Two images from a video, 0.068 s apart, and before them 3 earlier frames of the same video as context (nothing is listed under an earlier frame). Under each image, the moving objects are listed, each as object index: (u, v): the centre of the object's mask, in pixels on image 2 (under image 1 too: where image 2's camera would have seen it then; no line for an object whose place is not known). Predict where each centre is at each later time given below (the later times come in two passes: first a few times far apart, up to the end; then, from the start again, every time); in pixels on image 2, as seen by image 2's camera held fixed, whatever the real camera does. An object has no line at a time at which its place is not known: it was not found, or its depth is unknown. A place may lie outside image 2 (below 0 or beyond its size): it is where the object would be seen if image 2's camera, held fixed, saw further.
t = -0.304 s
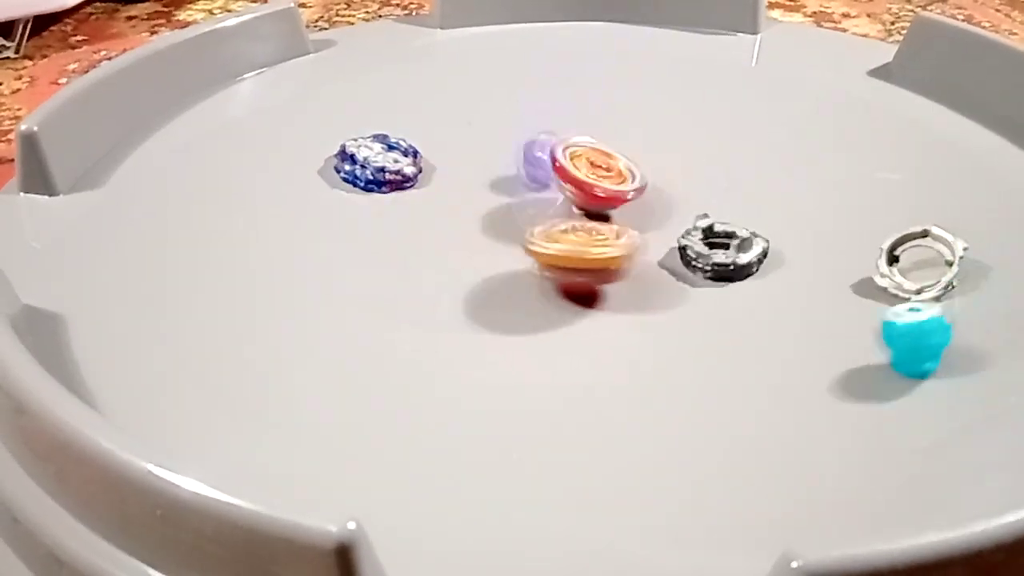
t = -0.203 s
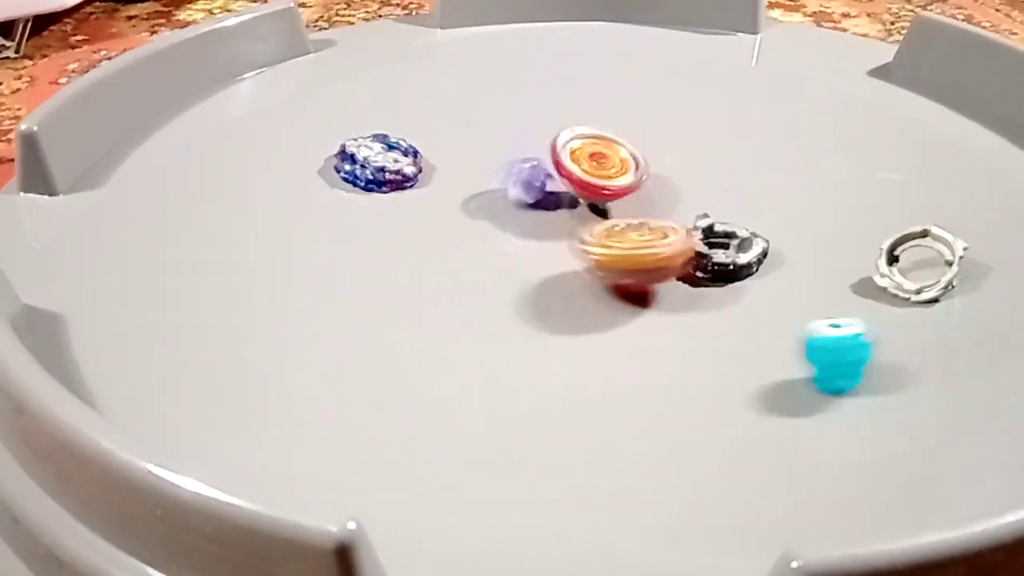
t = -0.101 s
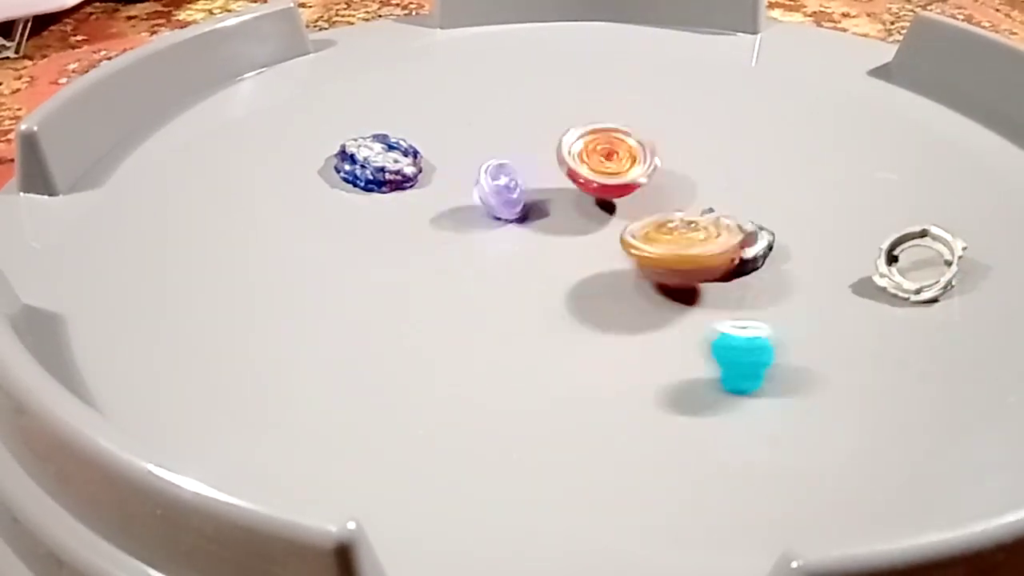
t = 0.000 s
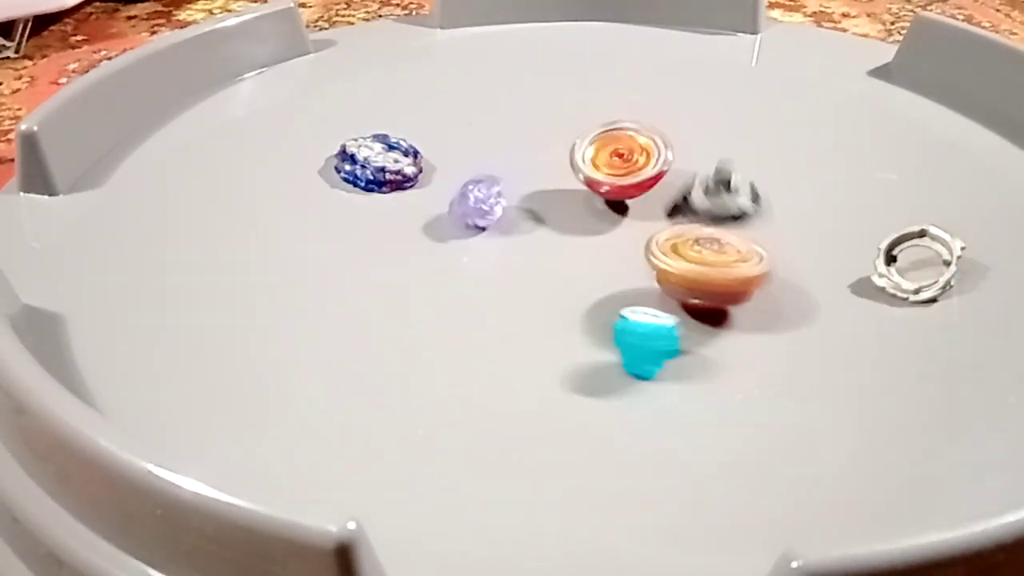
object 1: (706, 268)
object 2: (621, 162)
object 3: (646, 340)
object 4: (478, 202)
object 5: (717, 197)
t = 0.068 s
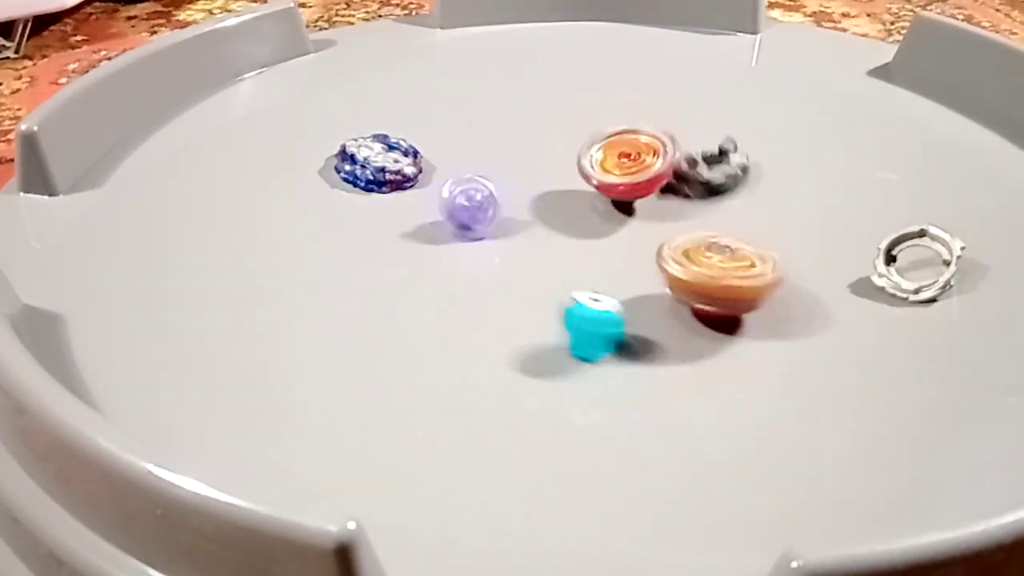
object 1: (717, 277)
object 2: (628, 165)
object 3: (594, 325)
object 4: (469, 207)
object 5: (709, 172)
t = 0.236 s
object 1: (754, 283)
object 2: (638, 177)
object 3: (507, 272)
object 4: (460, 212)
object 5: (708, 157)
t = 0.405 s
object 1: (771, 277)
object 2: (622, 191)
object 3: (504, 240)
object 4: (467, 193)
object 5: (703, 157)
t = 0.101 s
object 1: (725, 278)
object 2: (632, 166)
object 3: (568, 315)
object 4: (467, 209)
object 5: (710, 164)
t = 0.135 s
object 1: (733, 280)
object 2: (634, 168)
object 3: (548, 304)
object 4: (464, 213)
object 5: (709, 160)
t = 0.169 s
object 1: (740, 282)
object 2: (636, 171)
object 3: (531, 293)
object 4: (463, 214)
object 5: (709, 159)
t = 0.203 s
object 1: (745, 283)
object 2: (637, 174)
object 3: (518, 282)
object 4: (462, 211)
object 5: (708, 158)
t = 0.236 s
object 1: (754, 283)
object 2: (638, 177)
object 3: (507, 272)
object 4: (460, 212)
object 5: (708, 157)
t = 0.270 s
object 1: (758, 282)
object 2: (638, 180)
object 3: (500, 260)
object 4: (460, 214)
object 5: (708, 157)
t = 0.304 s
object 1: (764, 286)
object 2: (634, 183)
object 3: (496, 249)
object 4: (460, 215)
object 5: (706, 157)
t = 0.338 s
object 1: (767, 282)
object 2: (631, 186)
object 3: (496, 239)
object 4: (458, 215)
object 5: (706, 156)
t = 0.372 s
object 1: (770, 280)
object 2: (628, 189)
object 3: (498, 232)
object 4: (458, 214)
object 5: (702, 157)
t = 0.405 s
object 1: (771, 277)
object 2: (622, 191)
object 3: (504, 240)
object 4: (467, 193)
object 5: (703, 157)
